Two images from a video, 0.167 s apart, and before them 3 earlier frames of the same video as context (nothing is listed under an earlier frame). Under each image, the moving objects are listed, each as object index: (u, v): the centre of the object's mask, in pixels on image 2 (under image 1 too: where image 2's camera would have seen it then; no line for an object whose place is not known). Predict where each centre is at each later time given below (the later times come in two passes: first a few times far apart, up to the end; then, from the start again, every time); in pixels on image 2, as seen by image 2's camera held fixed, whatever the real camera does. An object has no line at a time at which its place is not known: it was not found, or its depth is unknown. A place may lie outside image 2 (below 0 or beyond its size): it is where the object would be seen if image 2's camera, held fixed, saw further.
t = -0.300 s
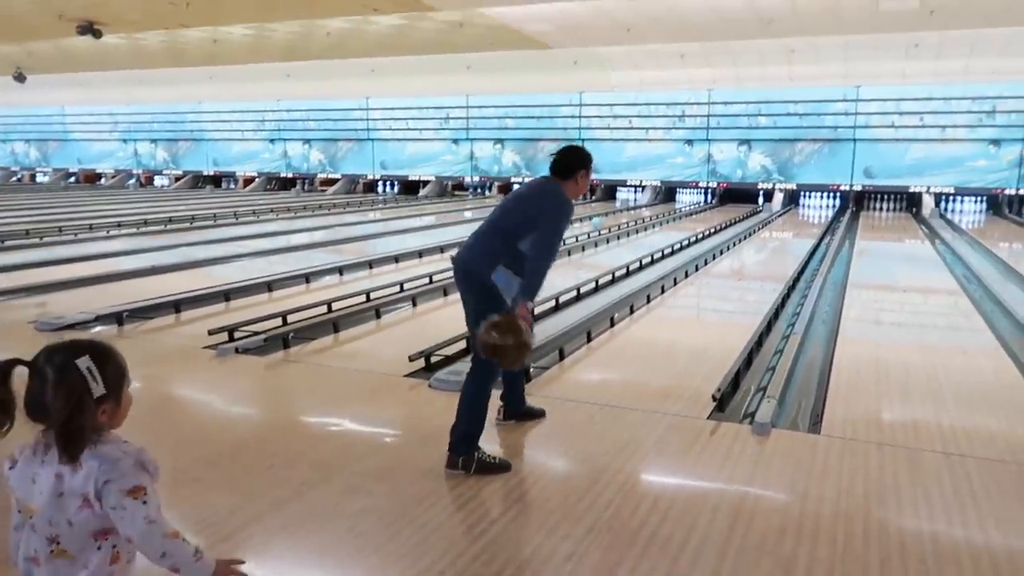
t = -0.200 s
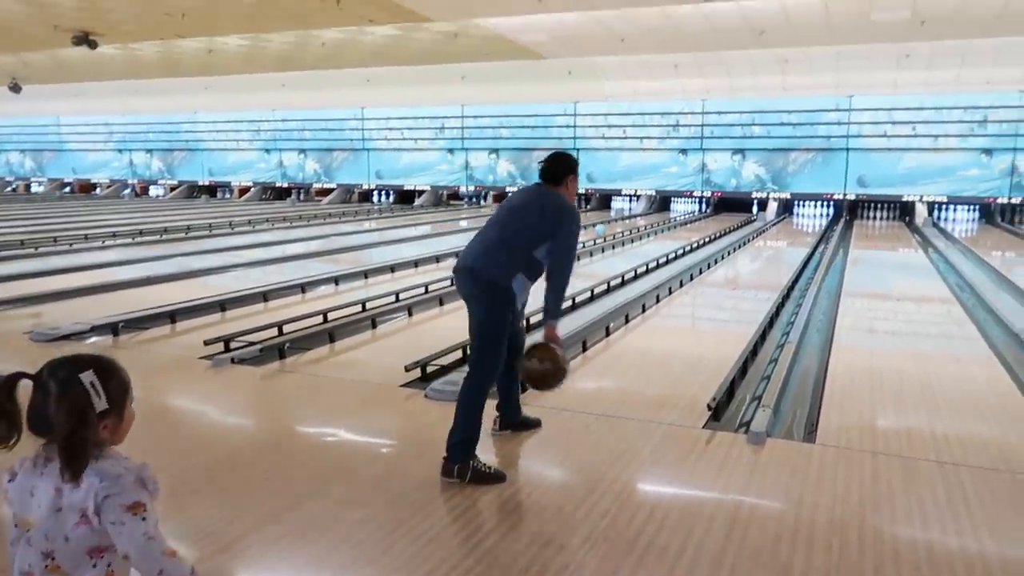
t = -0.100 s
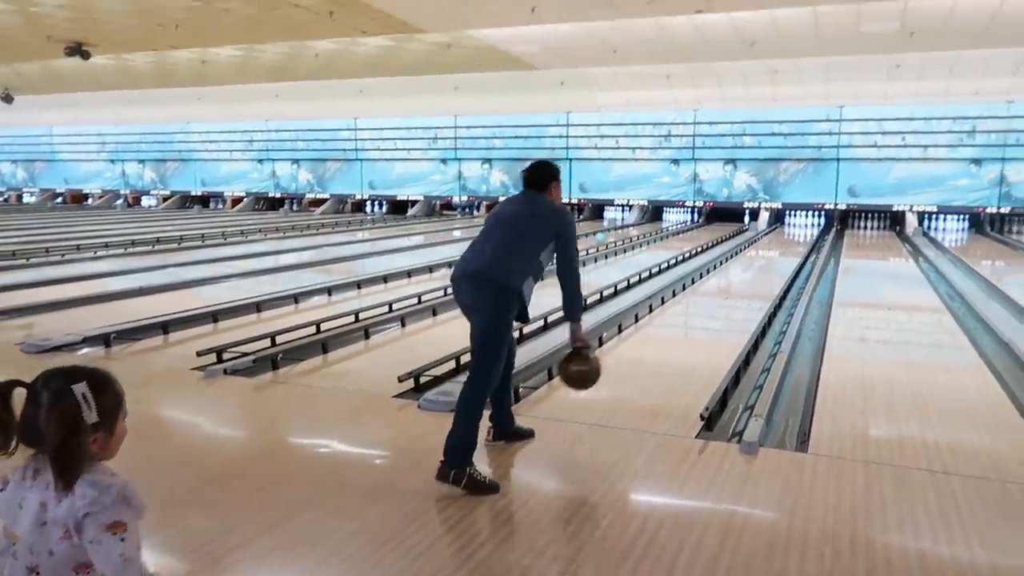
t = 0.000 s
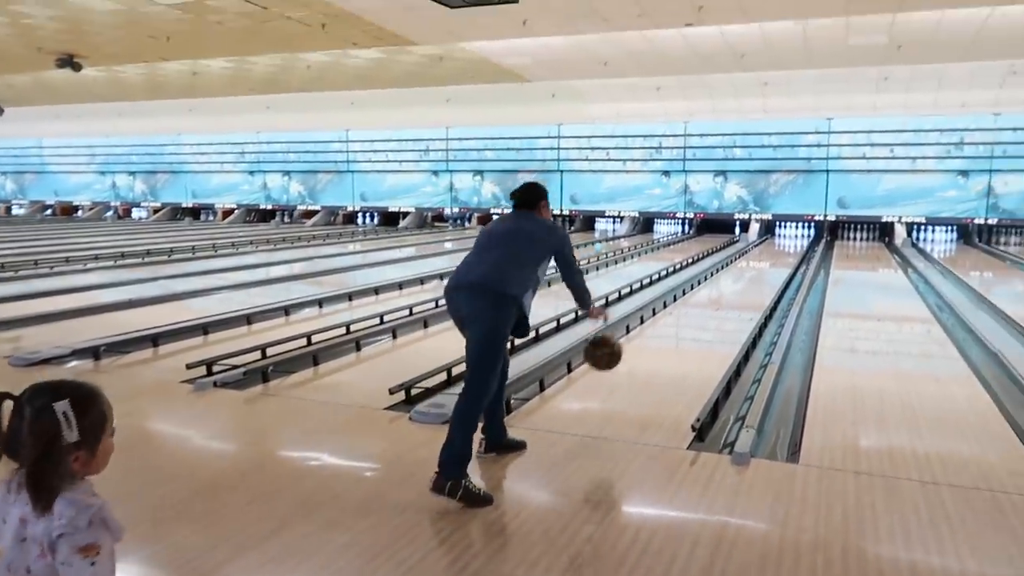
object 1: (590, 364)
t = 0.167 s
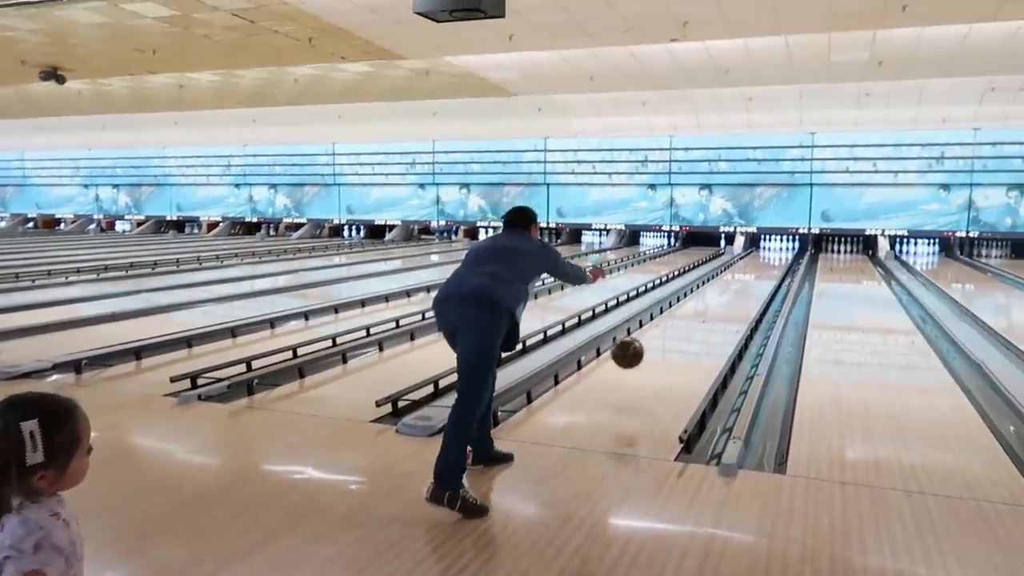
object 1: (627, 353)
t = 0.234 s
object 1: (638, 359)
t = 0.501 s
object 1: (675, 342)
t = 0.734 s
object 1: (697, 322)
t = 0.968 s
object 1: (714, 308)
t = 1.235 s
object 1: (729, 295)
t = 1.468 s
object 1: (738, 286)
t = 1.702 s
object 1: (746, 279)
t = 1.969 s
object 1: (754, 272)
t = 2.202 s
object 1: (760, 267)
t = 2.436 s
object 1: (766, 262)
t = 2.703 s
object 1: (768, 259)
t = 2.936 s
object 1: (770, 256)
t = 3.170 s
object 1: (772, 253)
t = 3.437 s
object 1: (774, 250)
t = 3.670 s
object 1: (776, 248)
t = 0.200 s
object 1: (633, 355)
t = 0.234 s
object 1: (638, 359)
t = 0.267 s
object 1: (644, 365)
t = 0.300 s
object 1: (649, 366)
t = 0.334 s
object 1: (654, 361)
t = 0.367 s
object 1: (659, 357)
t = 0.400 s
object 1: (663, 353)
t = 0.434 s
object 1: (667, 350)
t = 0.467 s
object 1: (671, 346)
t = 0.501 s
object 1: (675, 342)
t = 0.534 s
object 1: (679, 339)
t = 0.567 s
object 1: (682, 336)
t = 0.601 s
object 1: (685, 333)
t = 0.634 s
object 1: (689, 330)
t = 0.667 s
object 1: (692, 327)
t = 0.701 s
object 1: (695, 325)
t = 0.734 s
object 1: (697, 322)
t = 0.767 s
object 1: (700, 320)
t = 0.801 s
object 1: (703, 318)
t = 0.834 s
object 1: (705, 315)
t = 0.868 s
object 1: (708, 314)
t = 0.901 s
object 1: (710, 312)
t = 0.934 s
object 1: (712, 310)
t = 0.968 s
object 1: (714, 308)
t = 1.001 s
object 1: (716, 306)
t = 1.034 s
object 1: (718, 304)
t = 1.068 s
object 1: (720, 302)
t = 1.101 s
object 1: (722, 301)
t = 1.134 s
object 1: (724, 299)
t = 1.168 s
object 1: (725, 298)
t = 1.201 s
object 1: (727, 296)
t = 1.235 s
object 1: (729, 295)
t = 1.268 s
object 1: (730, 293)
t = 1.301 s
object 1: (732, 292)
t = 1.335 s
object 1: (733, 291)
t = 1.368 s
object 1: (735, 289)
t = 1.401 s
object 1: (736, 288)
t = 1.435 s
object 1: (737, 287)
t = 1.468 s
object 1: (738, 286)
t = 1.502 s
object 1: (740, 285)
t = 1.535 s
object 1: (741, 283)
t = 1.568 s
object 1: (742, 283)
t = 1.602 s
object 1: (743, 282)
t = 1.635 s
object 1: (744, 280)
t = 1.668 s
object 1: (745, 280)
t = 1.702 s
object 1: (746, 279)
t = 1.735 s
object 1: (747, 278)
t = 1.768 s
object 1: (749, 277)
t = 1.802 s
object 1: (750, 276)
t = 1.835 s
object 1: (750, 275)
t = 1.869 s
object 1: (751, 275)
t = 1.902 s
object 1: (752, 273)
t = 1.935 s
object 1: (753, 273)
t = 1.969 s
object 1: (754, 272)
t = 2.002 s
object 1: (755, 271)
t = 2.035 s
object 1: (756, 271)
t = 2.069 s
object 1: (757, 271)
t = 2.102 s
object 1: (758, 269)
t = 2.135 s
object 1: (759, 268)
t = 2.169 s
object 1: (759, 268)
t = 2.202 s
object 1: (760, 267)
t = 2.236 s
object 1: (761, 266)
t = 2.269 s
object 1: (762, 266)
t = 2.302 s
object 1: (763, 265)
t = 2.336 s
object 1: (764, 264)
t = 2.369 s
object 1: (764, 264)
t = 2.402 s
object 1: (764, 263)
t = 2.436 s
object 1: (766, 262)
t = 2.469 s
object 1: (766, 262)
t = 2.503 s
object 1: (766, 262)
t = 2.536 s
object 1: (766, 261)
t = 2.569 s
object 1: (767, 261)
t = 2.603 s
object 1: (768, 260)
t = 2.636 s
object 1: (768, 260)
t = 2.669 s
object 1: (768, 259)
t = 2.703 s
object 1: (768, 259)
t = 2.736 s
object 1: (769, 258)
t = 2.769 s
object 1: (769, 258)
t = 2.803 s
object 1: (769, 257)
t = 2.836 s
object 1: (769, 257)
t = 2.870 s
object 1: (770, 257)
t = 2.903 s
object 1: (770, 256)
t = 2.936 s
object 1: (770, 256)
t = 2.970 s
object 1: (770, 255)
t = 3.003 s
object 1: (771, 254)
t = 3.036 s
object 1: (771, 254)
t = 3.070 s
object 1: (771, 254)
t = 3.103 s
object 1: (772, 254)
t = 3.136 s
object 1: (772, 254)
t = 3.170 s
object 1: (772, 253)
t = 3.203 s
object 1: (773, 252)
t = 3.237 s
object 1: (773, 252)
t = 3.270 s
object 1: (773, 252)
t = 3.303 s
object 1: (773, 251)
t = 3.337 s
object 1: (774, 251)
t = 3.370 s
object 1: (774, 251)
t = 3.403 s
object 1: (774, 250)
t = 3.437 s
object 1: (774, 250)
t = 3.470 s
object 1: (774, 250)
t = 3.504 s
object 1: (775, 250)
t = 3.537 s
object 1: (775, 250)
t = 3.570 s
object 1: (775, 250)
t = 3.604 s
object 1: (775, 249)
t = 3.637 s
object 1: (776, 249)
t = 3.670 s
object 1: (776, 248)
